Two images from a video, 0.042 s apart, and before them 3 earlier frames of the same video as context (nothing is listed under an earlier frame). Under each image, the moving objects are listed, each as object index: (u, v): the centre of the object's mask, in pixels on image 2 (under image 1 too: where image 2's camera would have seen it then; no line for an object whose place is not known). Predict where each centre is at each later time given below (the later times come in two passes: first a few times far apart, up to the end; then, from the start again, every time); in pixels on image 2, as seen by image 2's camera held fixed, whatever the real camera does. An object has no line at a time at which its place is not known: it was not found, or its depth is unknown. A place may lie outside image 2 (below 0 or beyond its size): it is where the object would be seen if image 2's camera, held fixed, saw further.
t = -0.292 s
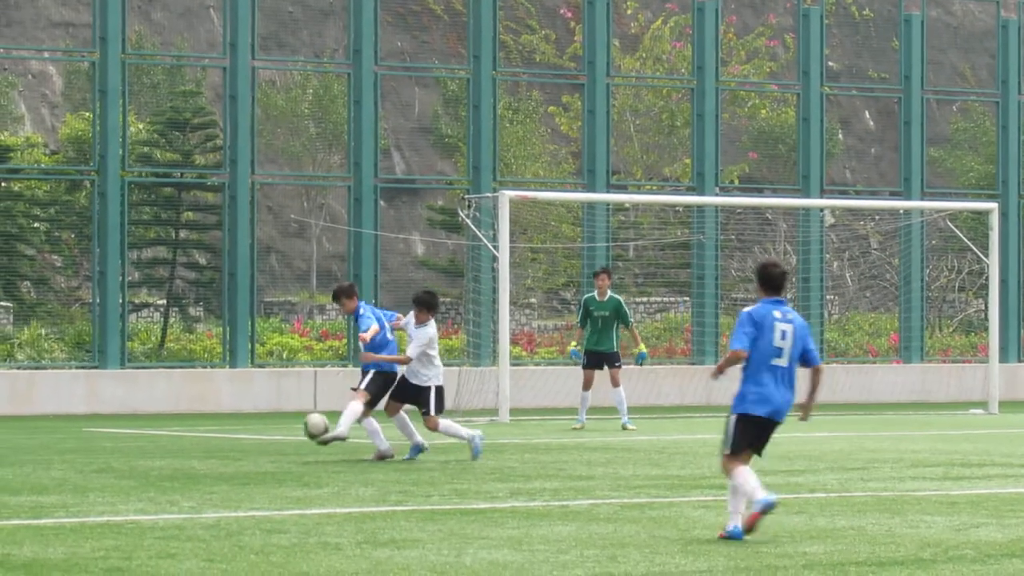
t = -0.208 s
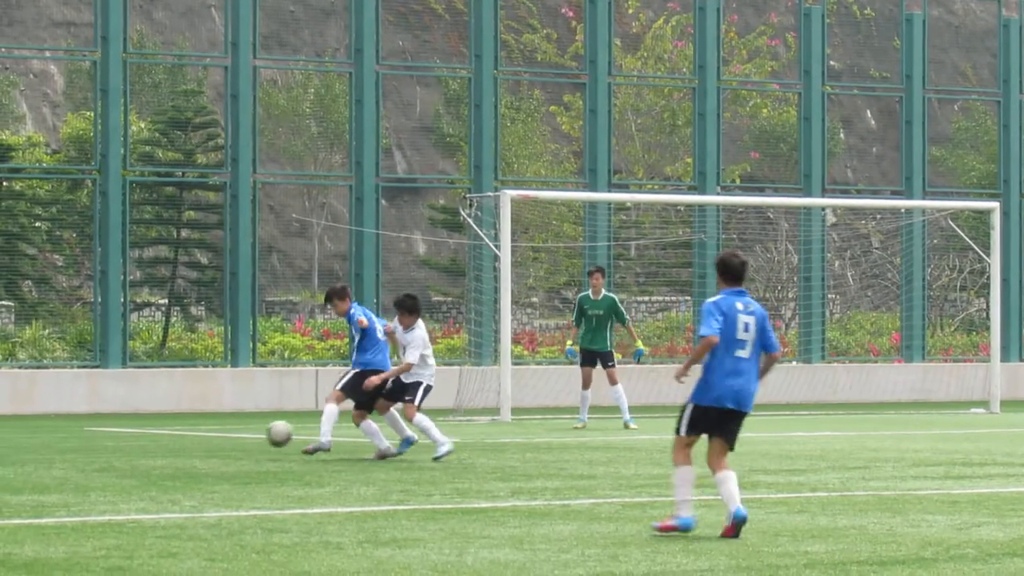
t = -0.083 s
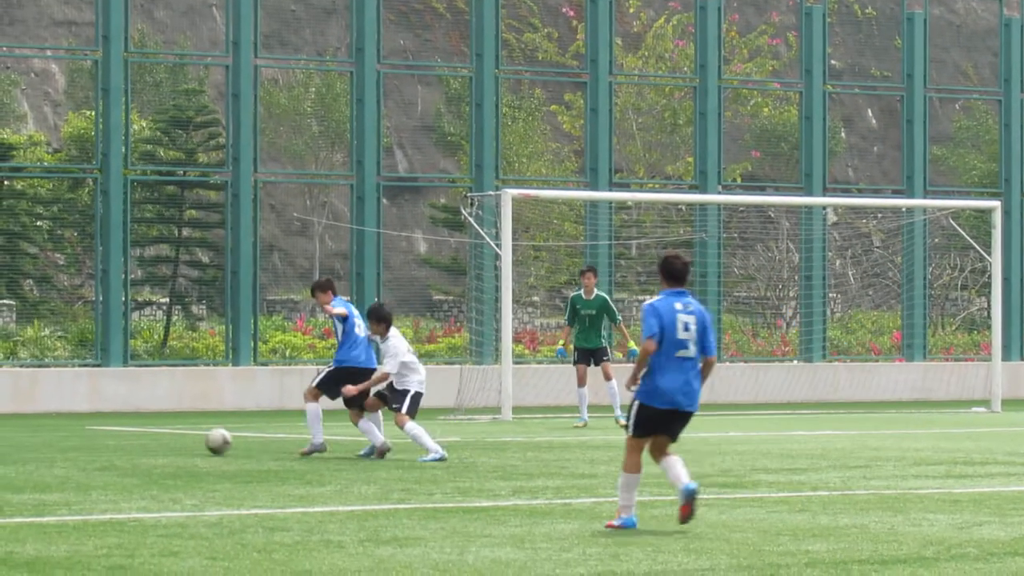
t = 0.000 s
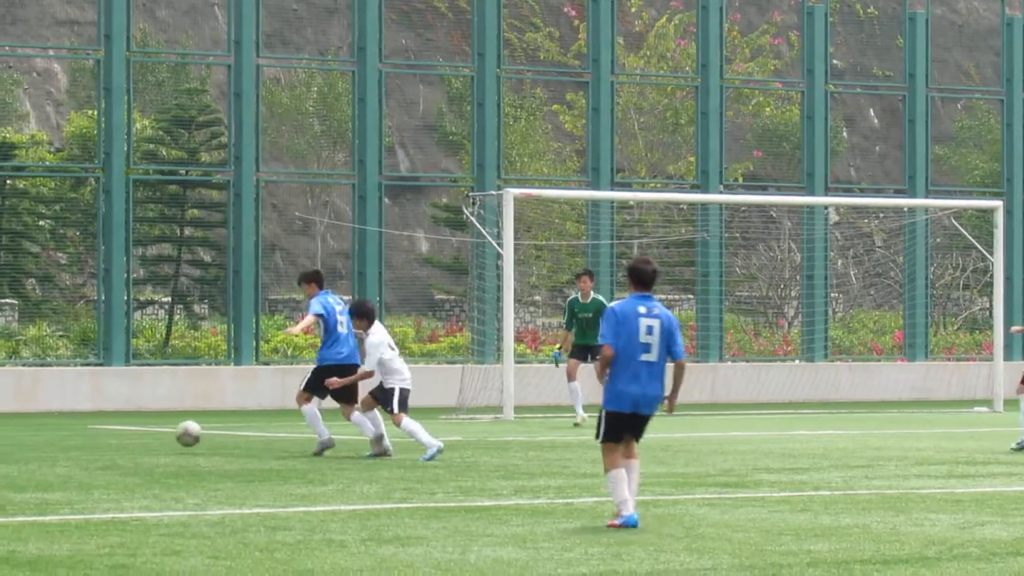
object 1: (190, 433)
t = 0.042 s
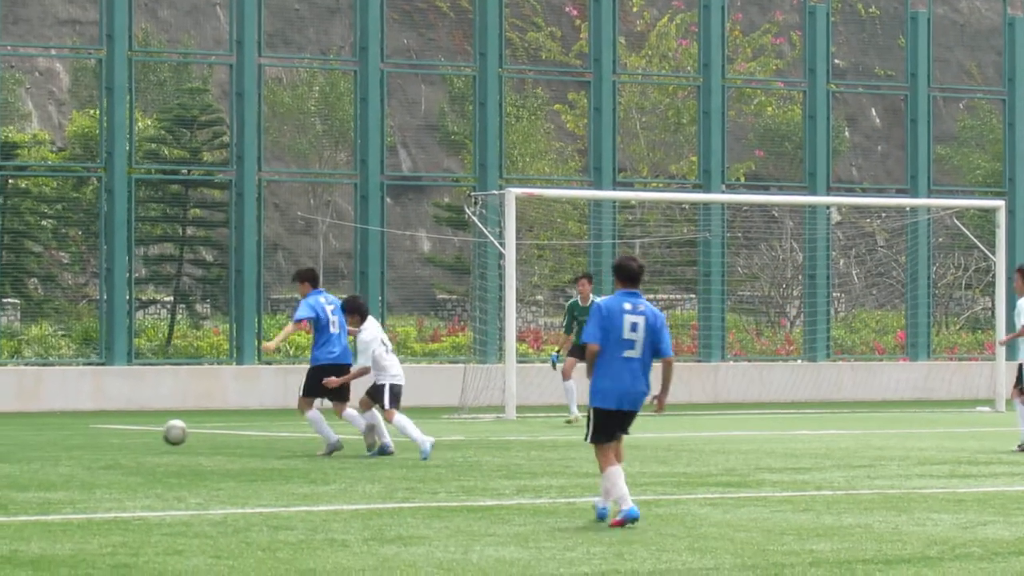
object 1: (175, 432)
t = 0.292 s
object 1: (96, 434)
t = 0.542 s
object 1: (31, 434)
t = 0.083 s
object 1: (159, 434)
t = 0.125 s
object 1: (143, 437)
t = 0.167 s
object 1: (129, 438)
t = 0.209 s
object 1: (118, 434)
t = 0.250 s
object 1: (107, 433)
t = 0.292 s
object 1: (96, 434)
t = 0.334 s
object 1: (85, 436)
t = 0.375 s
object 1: (74, 435)
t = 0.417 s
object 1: (64, 434)
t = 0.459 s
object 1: (52, 434)
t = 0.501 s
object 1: (42, 435)
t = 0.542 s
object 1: (31, 434)
